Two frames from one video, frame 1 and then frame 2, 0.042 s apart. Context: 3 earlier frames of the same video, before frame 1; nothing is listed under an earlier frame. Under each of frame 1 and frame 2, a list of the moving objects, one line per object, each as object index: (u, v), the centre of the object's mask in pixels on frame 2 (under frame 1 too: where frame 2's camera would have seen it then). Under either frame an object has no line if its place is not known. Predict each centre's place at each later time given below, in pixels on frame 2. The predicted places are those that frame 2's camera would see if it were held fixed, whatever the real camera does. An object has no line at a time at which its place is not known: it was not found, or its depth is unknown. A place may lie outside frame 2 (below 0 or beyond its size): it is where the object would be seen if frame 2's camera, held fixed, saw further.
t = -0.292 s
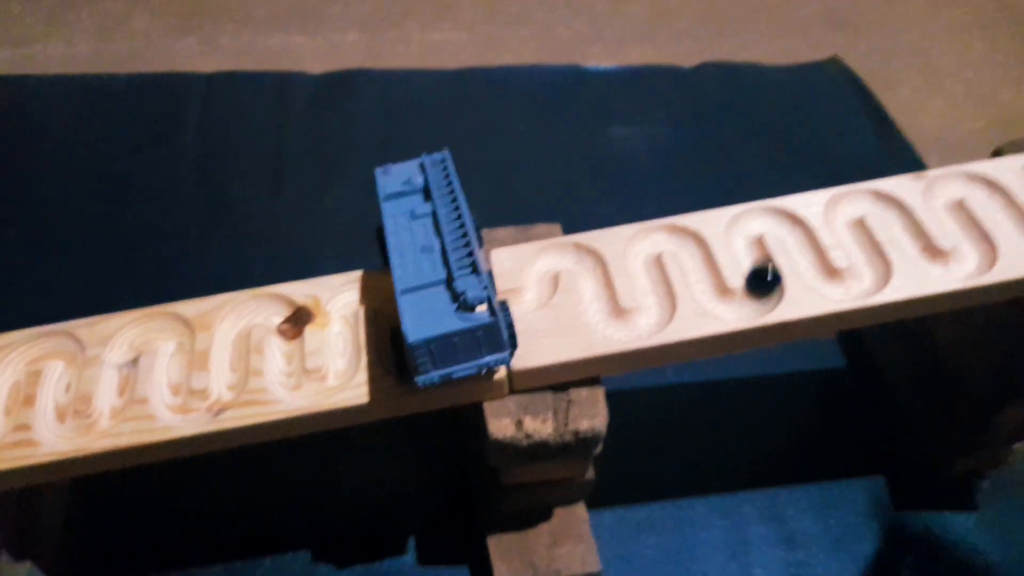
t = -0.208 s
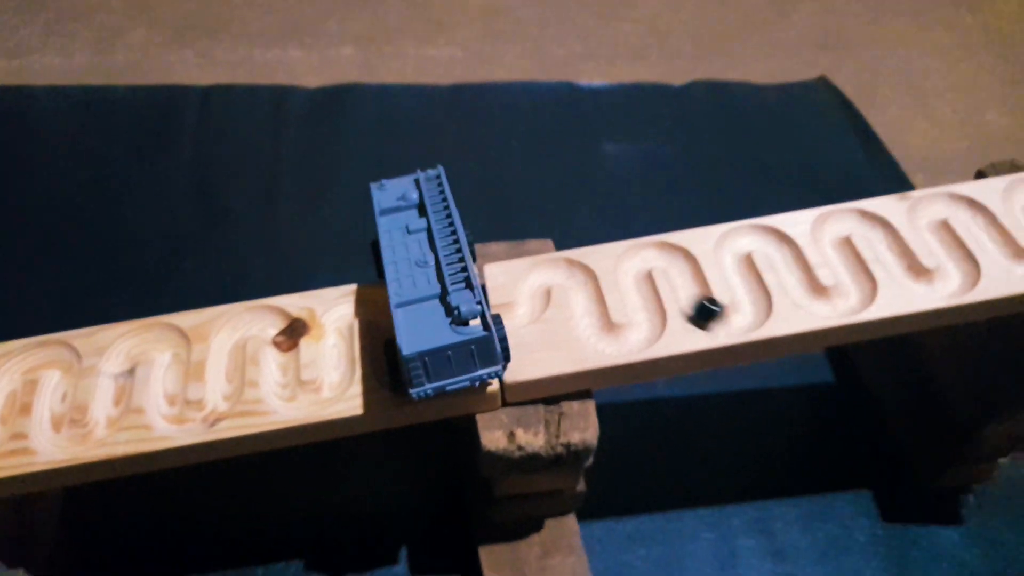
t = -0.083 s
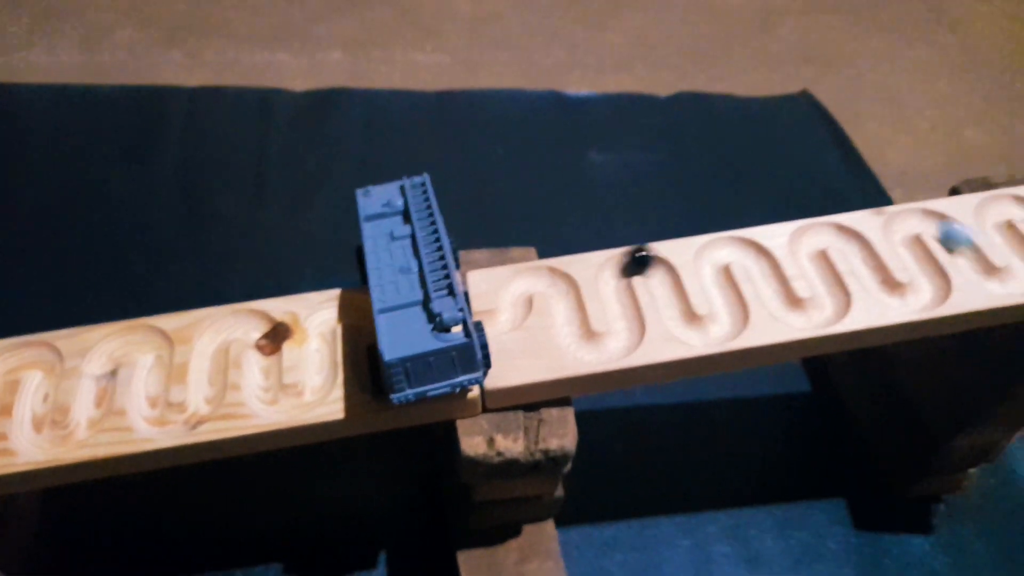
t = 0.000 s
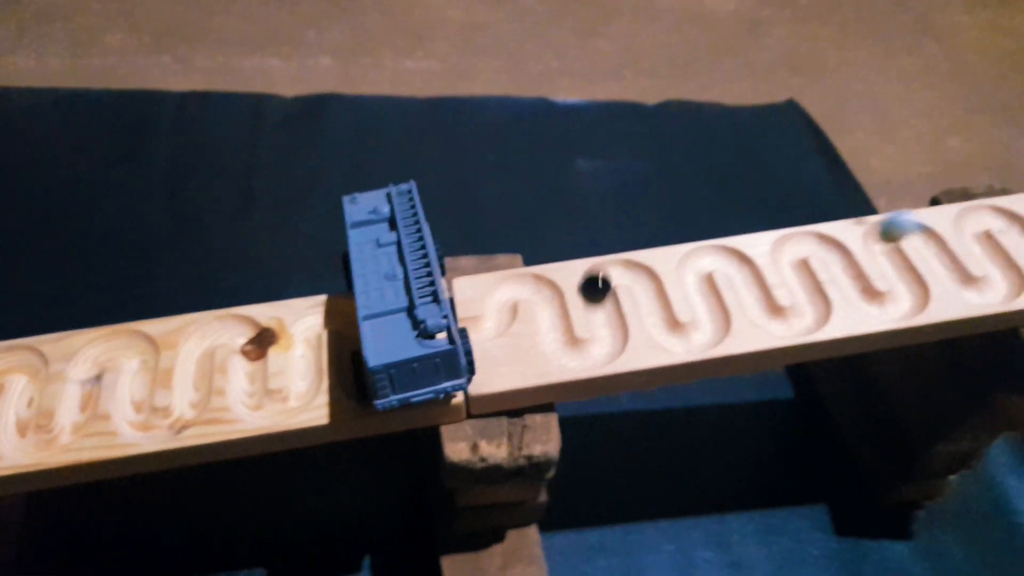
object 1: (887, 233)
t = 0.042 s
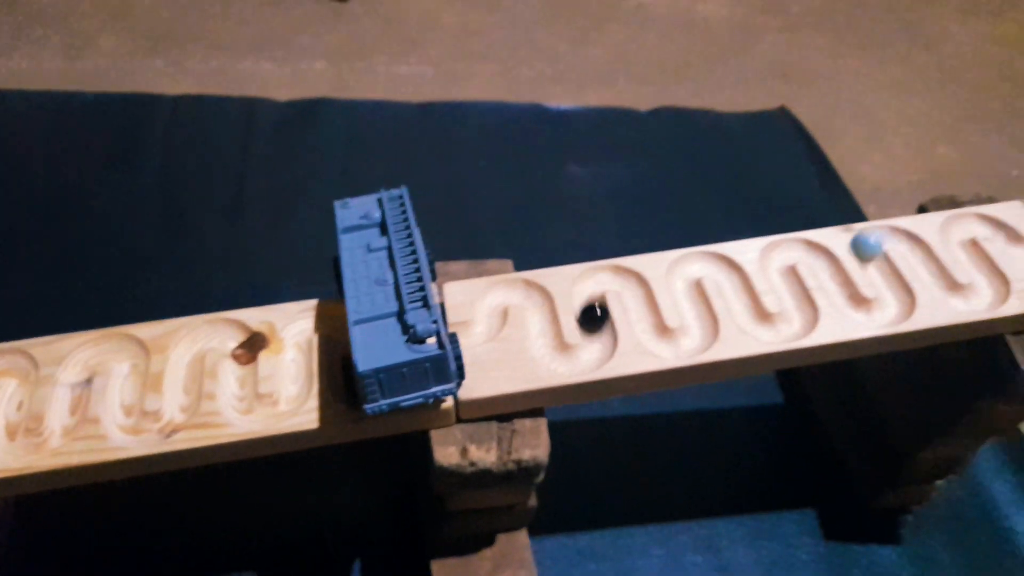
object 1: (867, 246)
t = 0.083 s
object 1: (883, 268)
